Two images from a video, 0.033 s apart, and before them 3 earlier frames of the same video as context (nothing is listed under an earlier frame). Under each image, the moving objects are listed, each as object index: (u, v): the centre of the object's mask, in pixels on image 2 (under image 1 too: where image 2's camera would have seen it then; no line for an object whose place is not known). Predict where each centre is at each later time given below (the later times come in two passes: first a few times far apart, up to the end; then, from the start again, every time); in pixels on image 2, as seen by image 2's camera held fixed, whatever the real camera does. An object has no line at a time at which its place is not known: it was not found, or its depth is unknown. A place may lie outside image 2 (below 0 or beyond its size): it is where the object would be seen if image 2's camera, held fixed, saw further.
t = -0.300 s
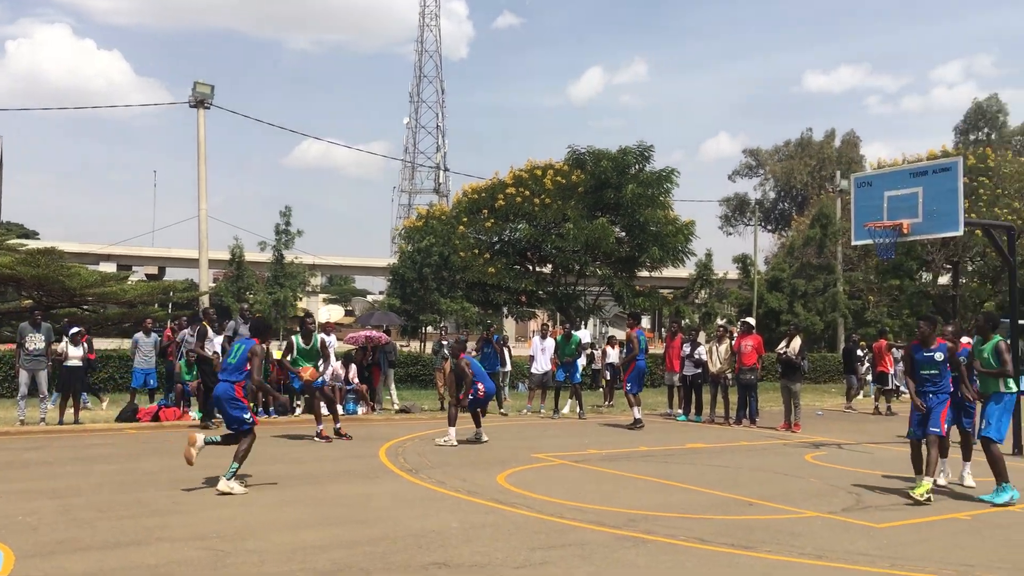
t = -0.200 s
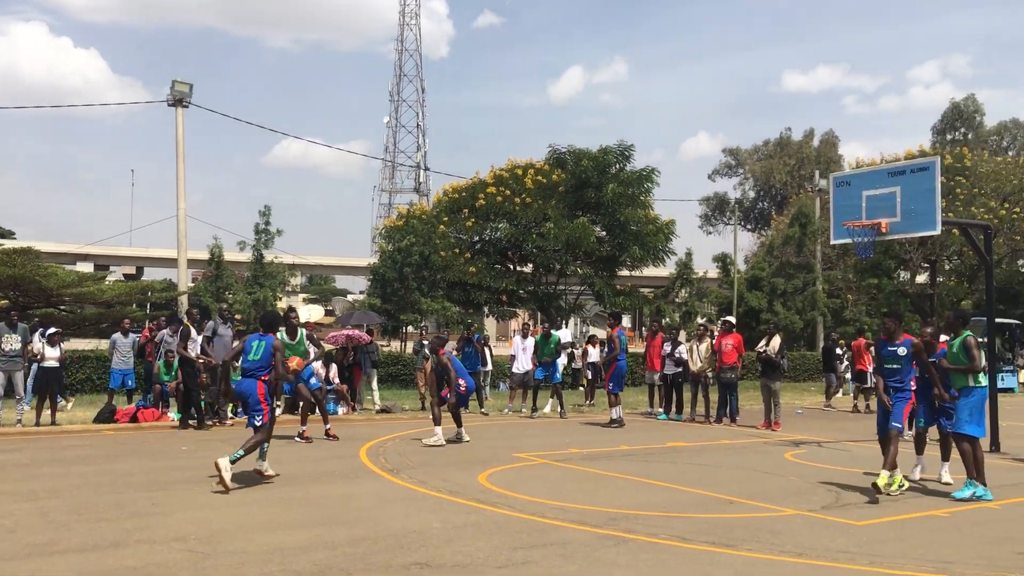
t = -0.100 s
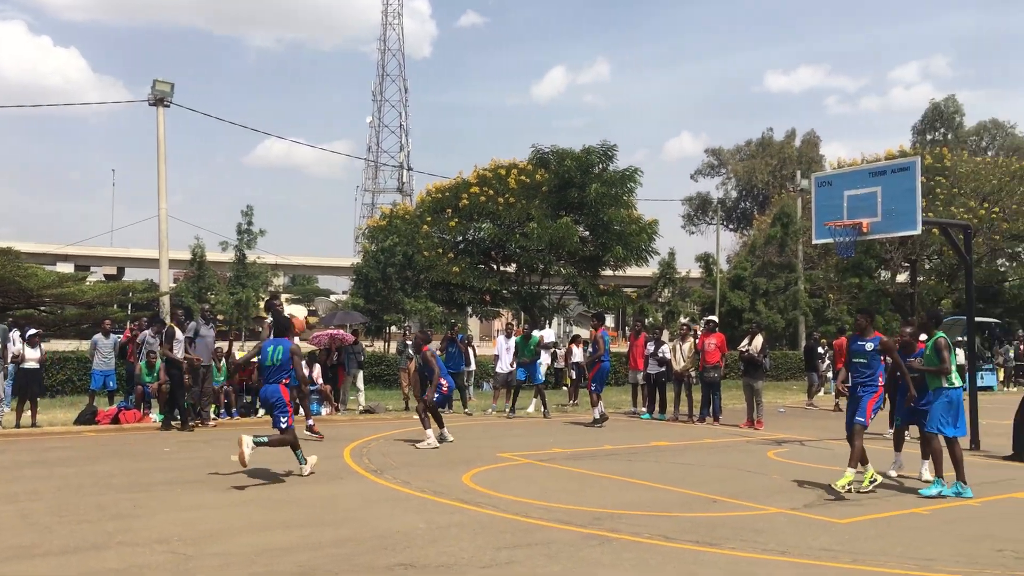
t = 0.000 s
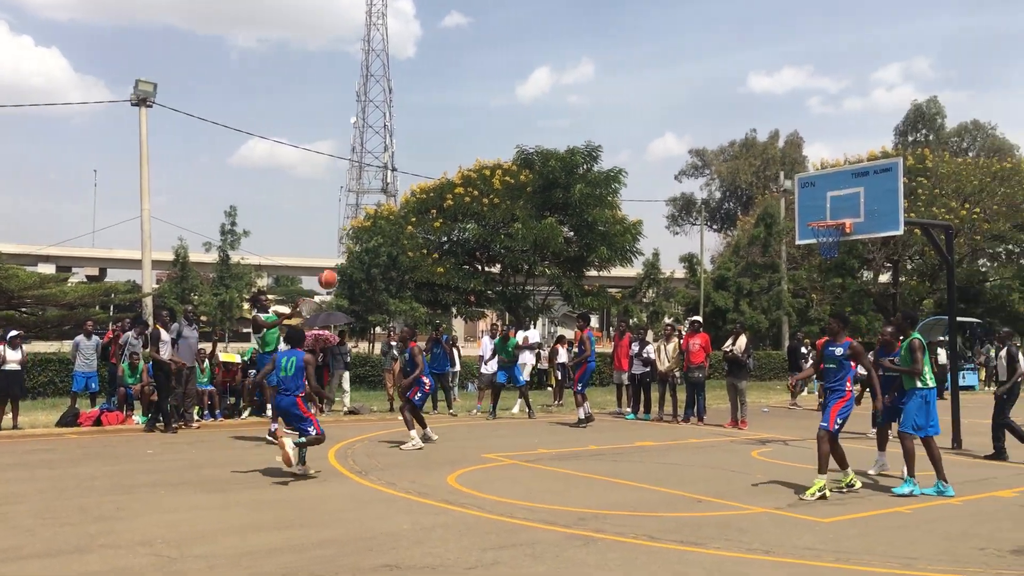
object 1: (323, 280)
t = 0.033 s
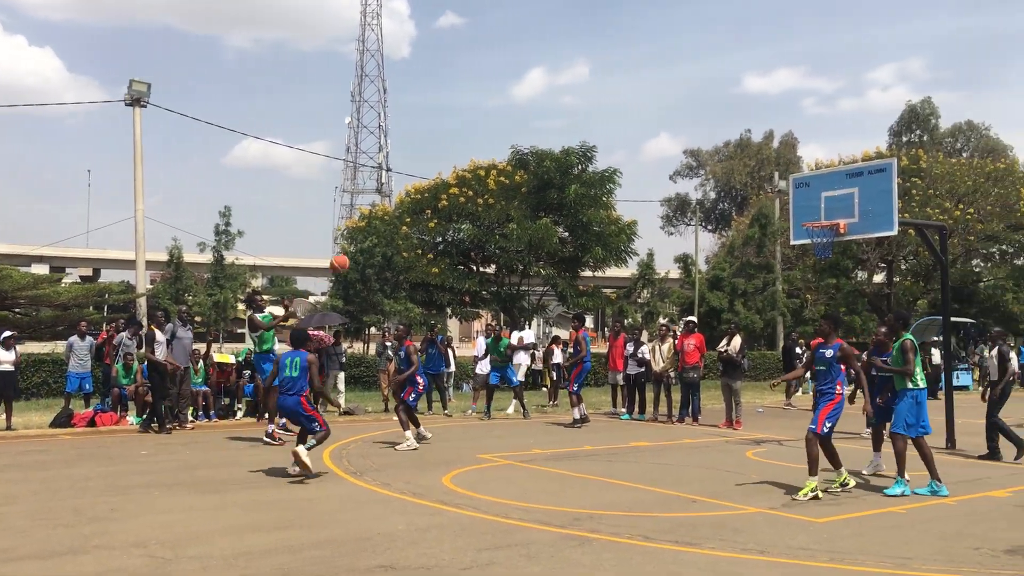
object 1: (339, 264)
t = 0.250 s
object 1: (457, 174)
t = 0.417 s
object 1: (567, 121)
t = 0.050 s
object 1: (348, 256)
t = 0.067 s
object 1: (355, 249)
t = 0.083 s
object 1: (365, 241)
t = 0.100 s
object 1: (373, 234)
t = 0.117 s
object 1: (382, 227)
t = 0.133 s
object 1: (391, 219)
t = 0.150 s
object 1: (400, 213)
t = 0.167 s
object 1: (409, 205)
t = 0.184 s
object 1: (418, 199)
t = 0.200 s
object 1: (427, 192)
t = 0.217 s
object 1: (437, 187)
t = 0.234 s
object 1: (447, 179)
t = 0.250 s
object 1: (457, 174)
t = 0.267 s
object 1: (467, 167)
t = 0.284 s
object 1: (477, 162)
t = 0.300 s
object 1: (488, 156)
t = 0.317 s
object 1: (498, 150)
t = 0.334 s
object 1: (509, 145)
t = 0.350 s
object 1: (520, 140)
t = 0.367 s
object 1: (532, 135)
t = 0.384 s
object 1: (544, 130)
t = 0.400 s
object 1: (555, 125)
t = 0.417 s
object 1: (567, 121)
